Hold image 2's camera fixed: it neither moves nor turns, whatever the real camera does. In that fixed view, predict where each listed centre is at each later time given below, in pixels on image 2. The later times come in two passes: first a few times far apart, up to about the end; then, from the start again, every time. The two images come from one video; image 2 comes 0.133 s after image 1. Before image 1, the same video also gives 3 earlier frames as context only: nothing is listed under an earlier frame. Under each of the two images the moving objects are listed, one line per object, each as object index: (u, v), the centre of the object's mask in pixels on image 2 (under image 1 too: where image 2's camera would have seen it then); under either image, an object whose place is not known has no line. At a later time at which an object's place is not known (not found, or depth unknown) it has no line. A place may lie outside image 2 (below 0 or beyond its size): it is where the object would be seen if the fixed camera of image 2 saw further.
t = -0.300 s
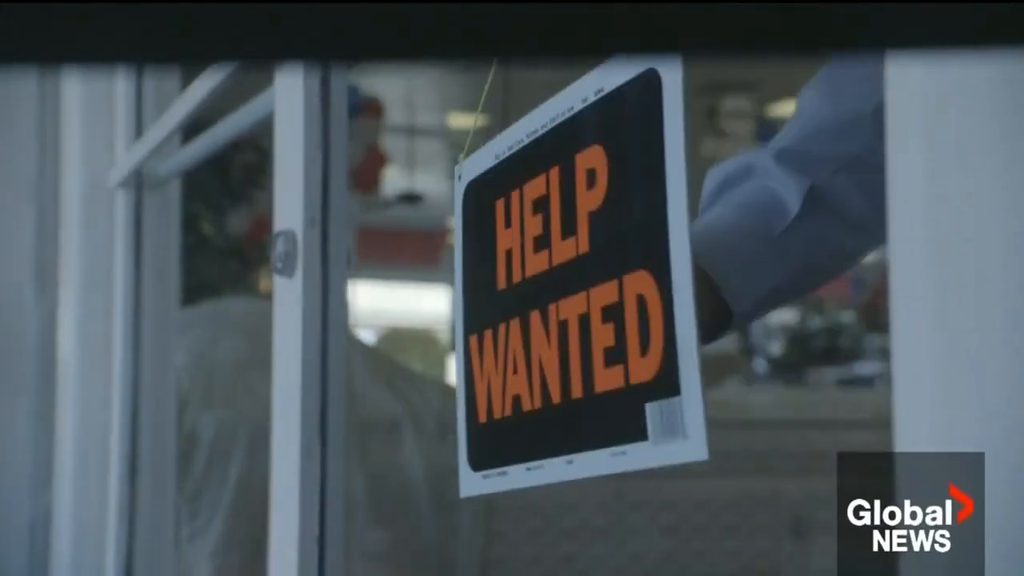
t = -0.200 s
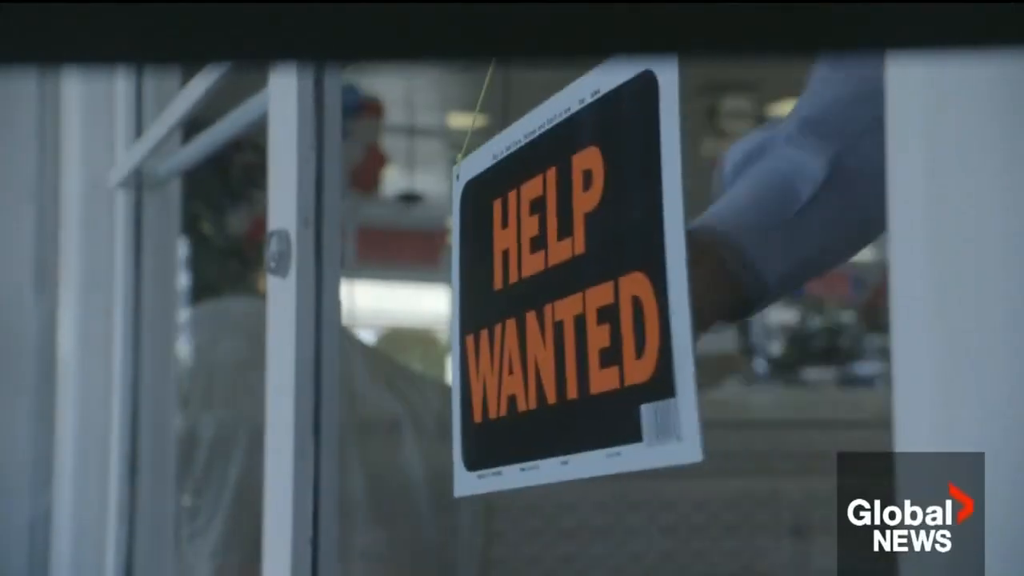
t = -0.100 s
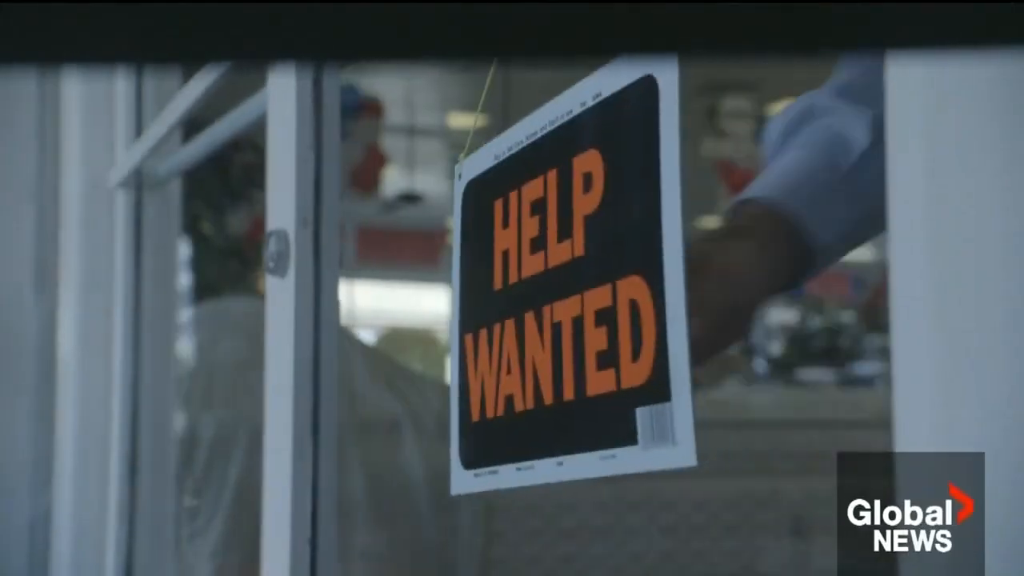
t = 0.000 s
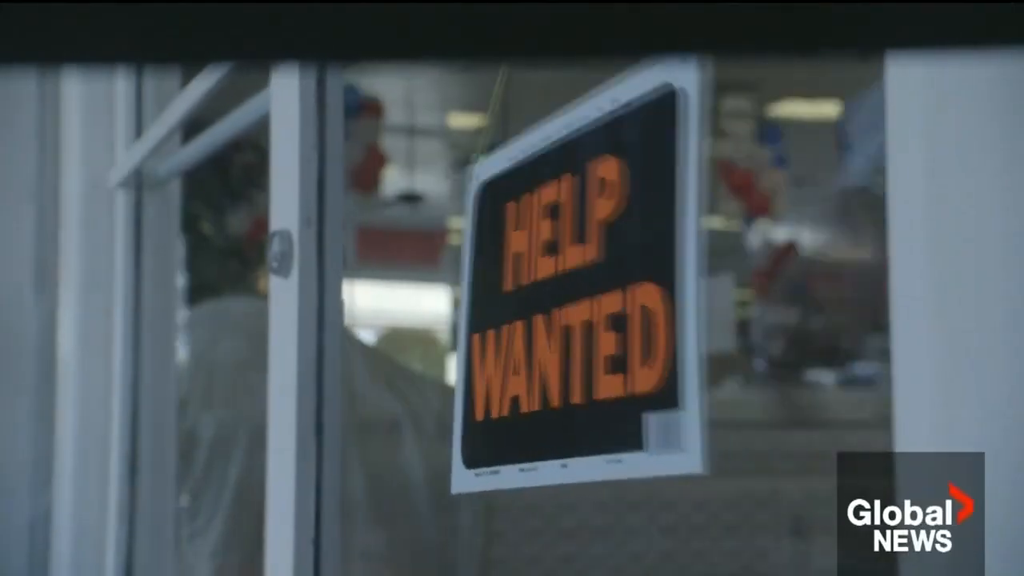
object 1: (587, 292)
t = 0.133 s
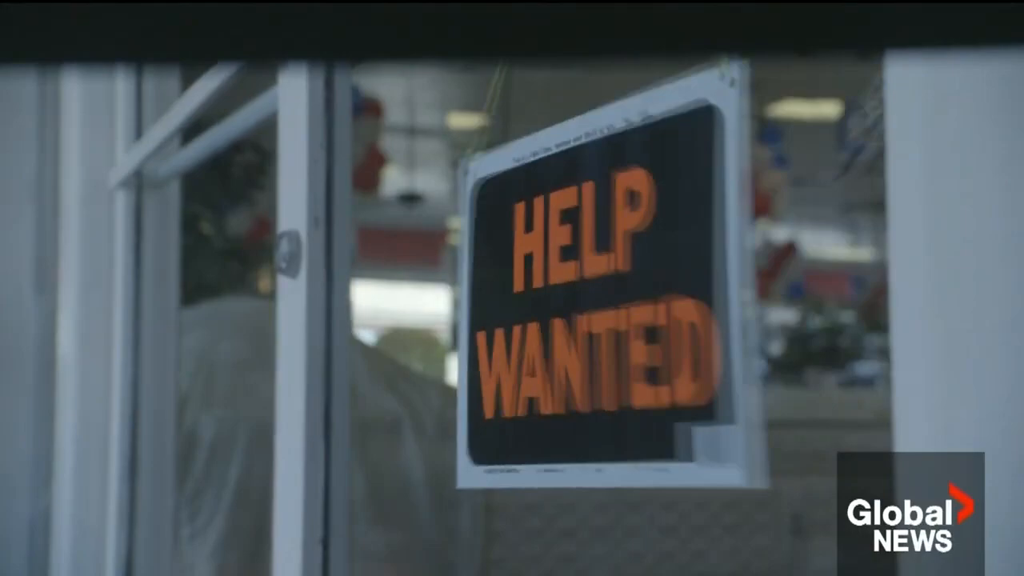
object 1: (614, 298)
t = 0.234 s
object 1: (630, 302)
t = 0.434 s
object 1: (668, 300)
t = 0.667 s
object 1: (676, 298)
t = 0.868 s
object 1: (657, 300)
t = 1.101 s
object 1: (620, 297)
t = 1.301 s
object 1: (620, 299)
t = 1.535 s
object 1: (646, 302)
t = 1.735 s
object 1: (665, 300)
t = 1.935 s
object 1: (663, 301)
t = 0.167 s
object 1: (619, 300)
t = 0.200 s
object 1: (622, 300)
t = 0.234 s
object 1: (630, 302)
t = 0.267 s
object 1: (639, 303)
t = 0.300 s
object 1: (645, 303)
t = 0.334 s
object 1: (650, 304)
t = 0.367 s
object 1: (654, 303)
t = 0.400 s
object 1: (662, 302)
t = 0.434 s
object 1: (668, 300)
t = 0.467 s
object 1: (672, 299)
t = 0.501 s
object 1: (674, 297)
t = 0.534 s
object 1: (676, 296)
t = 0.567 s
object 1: (678, 296)
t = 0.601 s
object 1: (678, 296)
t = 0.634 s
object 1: (677, 298)
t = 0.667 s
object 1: (676, 298)
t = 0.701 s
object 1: (673, 300)
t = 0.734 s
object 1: (670, 300)
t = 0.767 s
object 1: (667, 300)
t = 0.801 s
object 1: (665, 300)
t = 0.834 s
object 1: (662, 301)
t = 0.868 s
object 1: (657, 300)
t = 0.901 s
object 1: (650, 299)
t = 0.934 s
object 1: (643, 299)
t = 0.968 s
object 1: (639, 299)
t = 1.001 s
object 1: (634, 299)
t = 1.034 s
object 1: (628, 299)
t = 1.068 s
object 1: (623, 299)
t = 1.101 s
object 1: (620, 297)
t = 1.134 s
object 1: (617, 296)
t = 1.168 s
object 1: (615, 297)
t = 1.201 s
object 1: (615, 297)
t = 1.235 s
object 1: (615, 298)
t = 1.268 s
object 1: (618, 299)
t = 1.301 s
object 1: (620, 299)
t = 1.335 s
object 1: (623, 301)
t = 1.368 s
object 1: (625, 301)
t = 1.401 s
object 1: (629, 301)
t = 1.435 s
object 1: (634, 301)
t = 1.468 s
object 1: (639, 301)
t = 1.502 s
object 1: (644, 302)
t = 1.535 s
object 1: (646, 302)
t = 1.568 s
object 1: (651, 303)
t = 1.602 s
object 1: (654, 302)
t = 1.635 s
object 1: (658, 302)
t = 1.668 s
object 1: (660, 302)
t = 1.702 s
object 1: (663, 301)
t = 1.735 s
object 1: (665, 300)
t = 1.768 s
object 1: (667, 300)
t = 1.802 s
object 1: (667, 300)
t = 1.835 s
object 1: (667, 300)
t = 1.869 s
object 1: (666, 300)
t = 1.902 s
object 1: (665, 300)
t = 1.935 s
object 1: (663, 301)
